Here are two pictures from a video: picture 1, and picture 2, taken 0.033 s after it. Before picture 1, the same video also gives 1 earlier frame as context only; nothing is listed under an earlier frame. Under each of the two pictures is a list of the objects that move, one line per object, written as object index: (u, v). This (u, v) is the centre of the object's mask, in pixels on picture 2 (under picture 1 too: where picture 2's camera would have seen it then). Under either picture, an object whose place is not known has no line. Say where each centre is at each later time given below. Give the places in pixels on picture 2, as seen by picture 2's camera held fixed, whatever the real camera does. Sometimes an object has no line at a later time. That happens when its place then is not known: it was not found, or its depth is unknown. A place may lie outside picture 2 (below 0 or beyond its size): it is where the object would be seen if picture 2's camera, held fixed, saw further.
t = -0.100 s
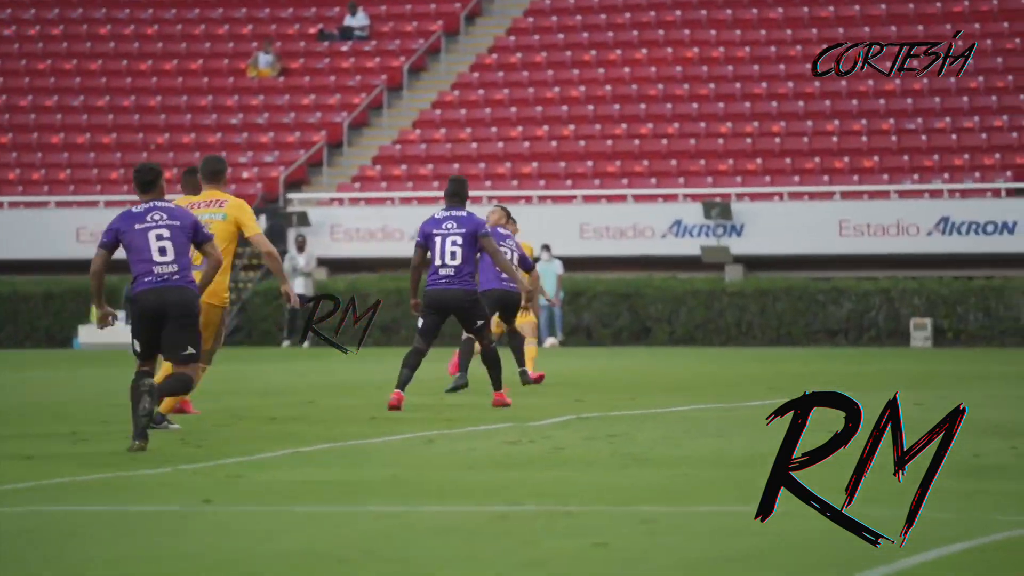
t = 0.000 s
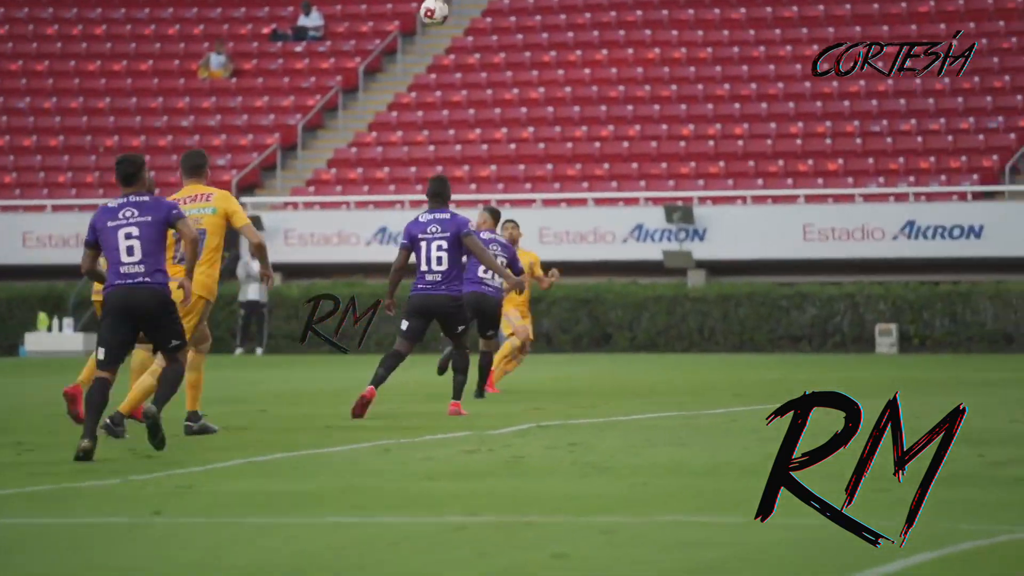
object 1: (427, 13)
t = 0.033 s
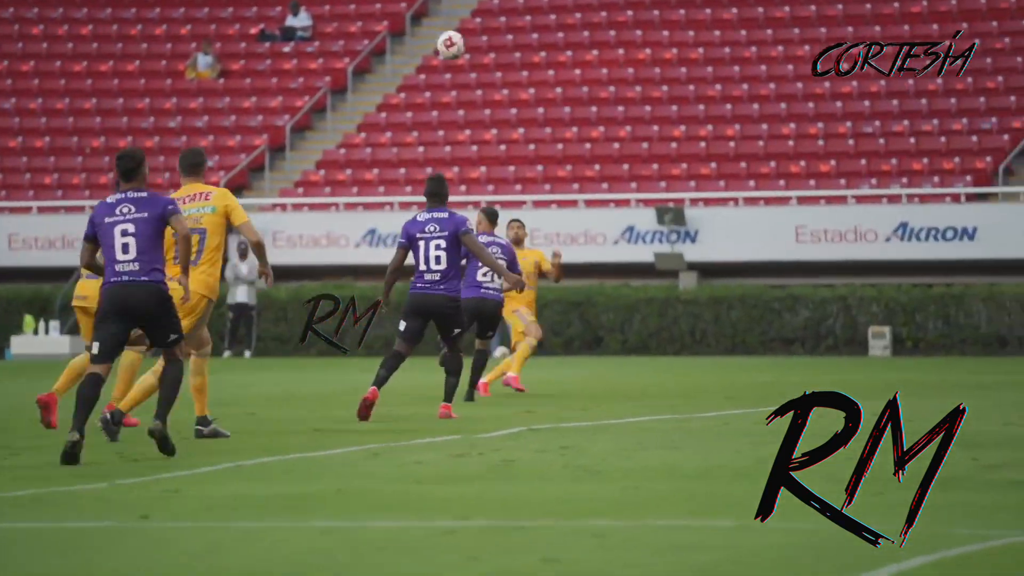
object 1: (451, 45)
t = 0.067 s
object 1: (477, 79)
